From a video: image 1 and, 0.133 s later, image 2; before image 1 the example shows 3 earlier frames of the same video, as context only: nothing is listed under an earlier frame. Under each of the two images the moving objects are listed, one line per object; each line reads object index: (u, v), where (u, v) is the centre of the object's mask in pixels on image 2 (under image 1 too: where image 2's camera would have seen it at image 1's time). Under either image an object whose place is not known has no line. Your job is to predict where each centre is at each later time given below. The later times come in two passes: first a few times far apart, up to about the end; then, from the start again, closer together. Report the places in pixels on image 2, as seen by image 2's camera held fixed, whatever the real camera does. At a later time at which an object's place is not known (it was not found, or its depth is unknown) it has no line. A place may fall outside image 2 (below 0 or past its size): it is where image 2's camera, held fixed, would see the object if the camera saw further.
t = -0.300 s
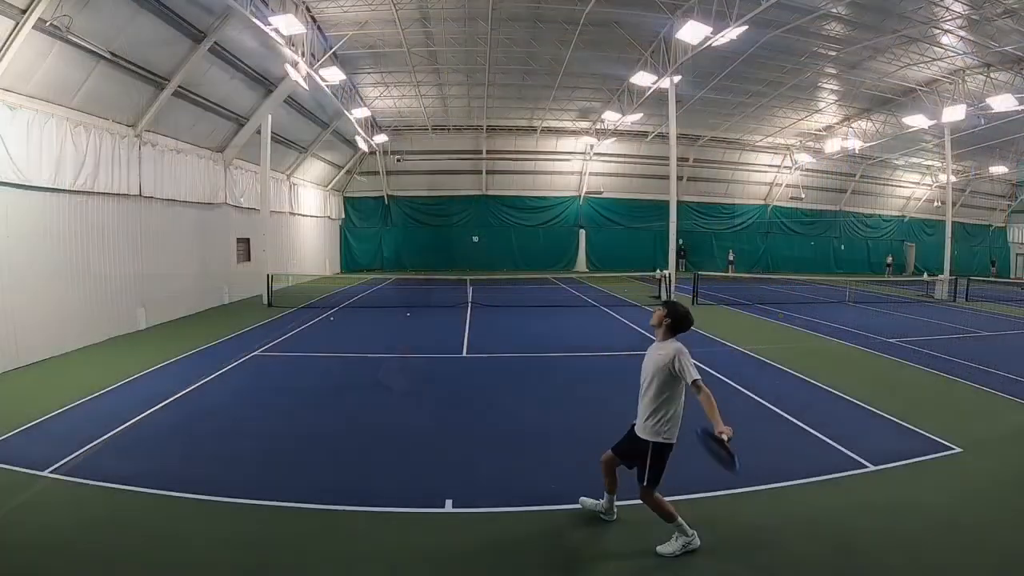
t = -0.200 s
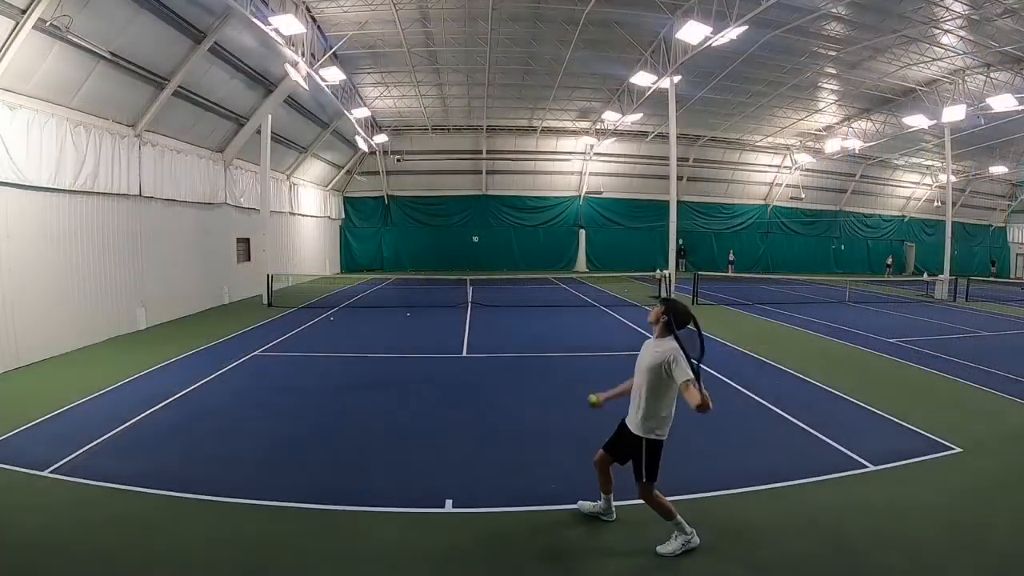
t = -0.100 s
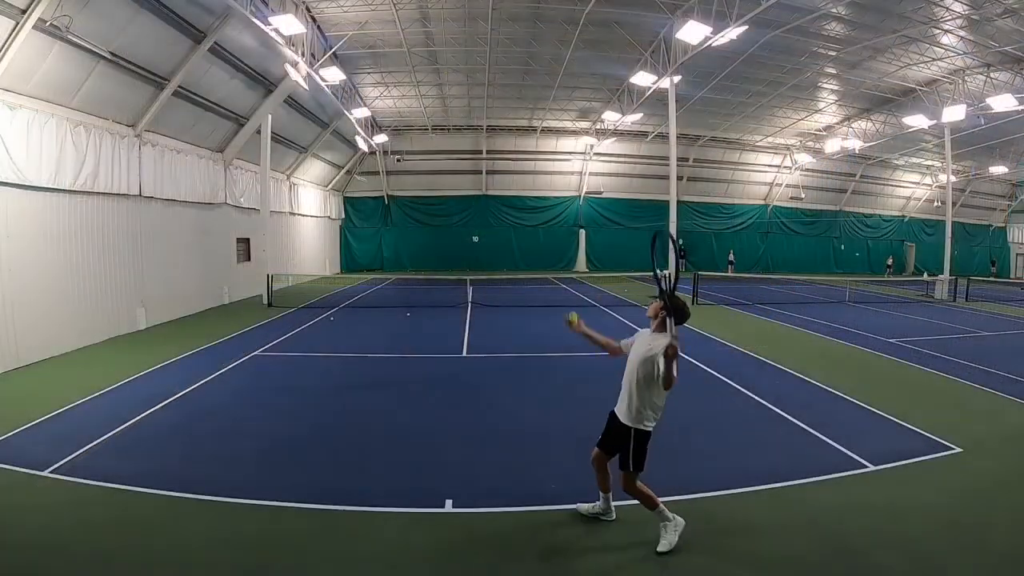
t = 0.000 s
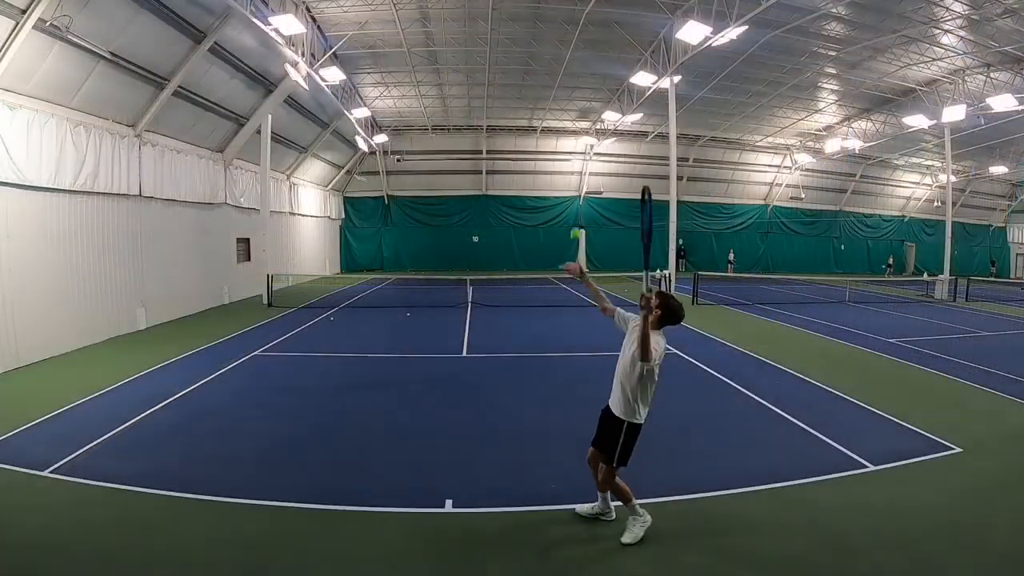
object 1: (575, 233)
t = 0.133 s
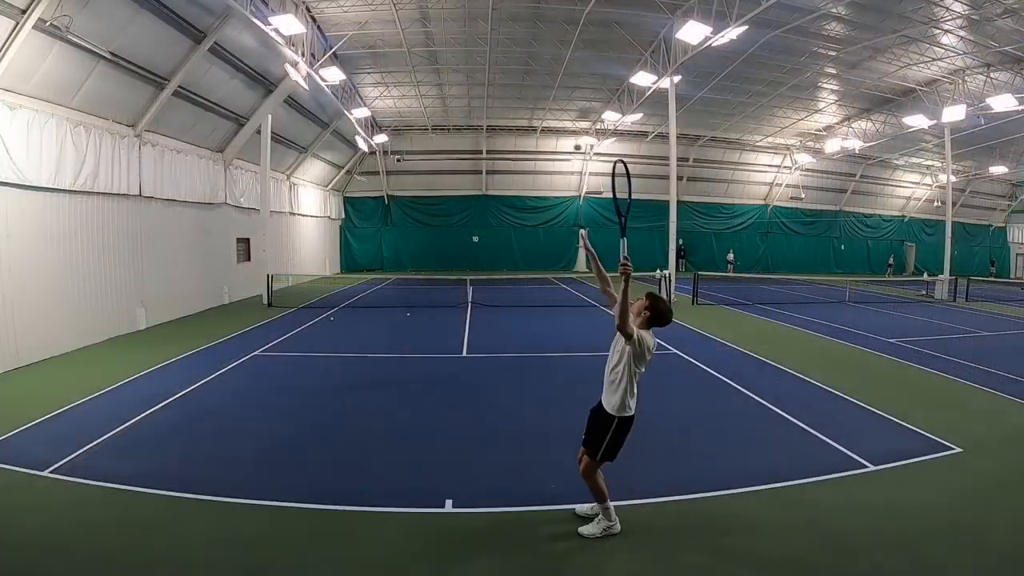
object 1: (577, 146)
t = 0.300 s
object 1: (580, 78)
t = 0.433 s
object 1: (581, 51)
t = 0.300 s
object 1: (580, 78)
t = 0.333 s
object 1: (580, 70)
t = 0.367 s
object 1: (580, 62)
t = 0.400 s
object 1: (581, 56)
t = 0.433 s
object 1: (581, 51)
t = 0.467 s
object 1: (582, 48)
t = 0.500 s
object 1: (582, 46)
